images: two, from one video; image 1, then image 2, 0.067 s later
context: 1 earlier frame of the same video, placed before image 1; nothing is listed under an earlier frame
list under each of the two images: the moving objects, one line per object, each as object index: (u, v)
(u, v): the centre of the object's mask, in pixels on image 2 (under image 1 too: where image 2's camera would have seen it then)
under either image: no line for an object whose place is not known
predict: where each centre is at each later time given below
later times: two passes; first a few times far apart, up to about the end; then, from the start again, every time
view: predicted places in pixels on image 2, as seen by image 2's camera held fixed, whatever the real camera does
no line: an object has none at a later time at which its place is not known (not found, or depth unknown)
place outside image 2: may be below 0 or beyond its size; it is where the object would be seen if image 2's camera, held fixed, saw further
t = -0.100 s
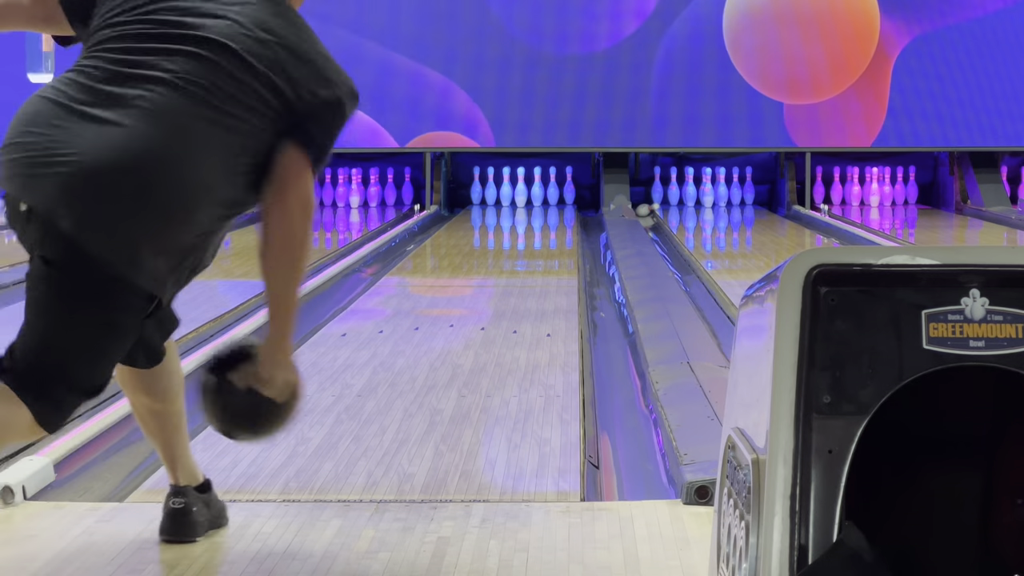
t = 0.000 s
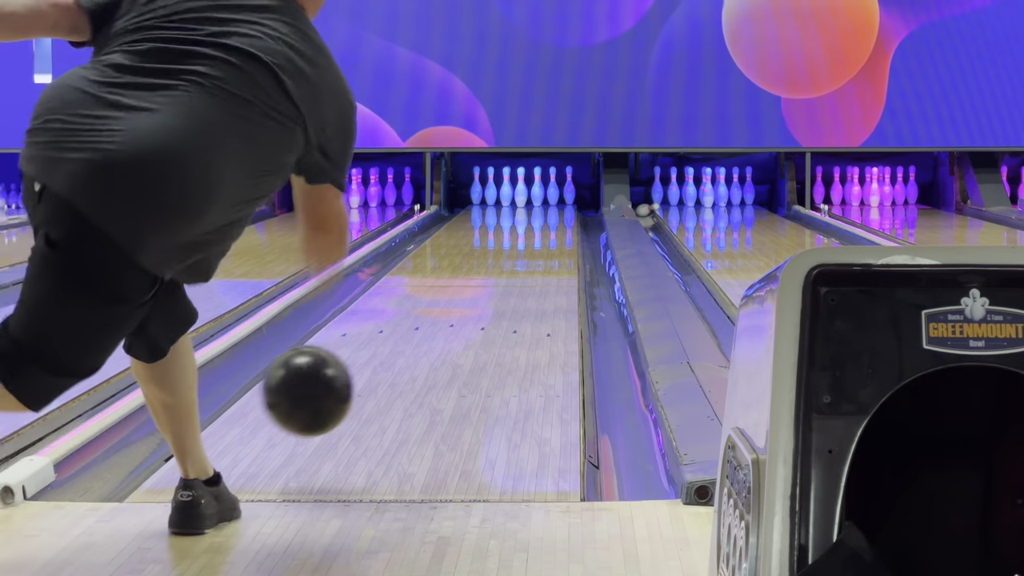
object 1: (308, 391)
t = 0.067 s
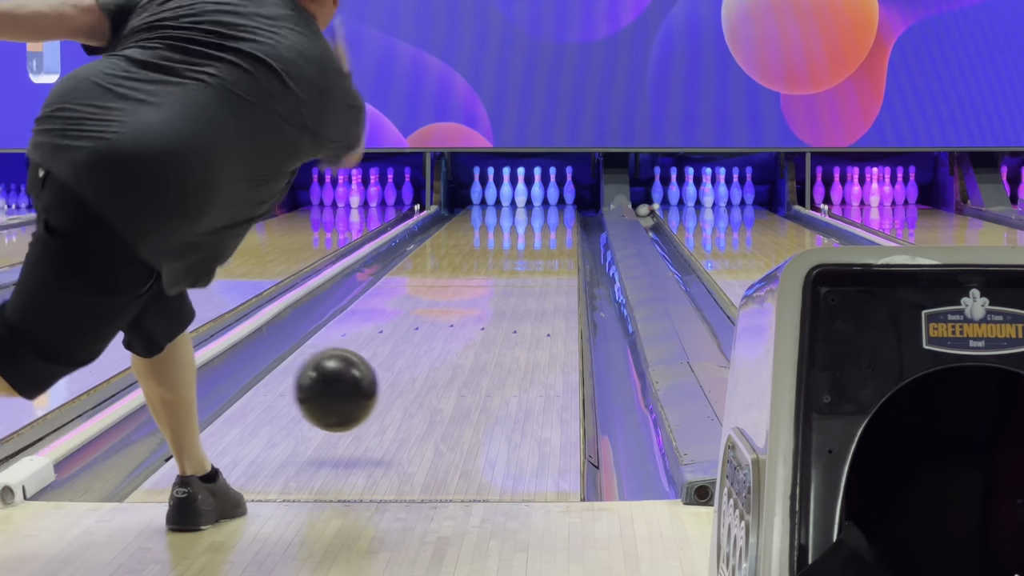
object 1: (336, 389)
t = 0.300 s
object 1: (408, 355)
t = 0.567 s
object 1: (457, 307)
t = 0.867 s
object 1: (493, 273)
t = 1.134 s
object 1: (515, 251)
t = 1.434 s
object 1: (532, 233)
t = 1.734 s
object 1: (543, 220)
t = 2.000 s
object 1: (545, 211)
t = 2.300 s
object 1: (538, 203)
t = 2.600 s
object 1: (526, 196)
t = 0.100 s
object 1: (349, 395)
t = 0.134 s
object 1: (361, 398)
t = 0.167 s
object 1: (370, 384)
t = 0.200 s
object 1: (382, 377)
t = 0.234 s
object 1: (391, 370)
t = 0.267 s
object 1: (399, 363)
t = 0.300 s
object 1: (408, 355)
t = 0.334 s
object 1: (415, 347)
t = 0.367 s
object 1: (422, 340)
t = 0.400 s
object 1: (429, 334)
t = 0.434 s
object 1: (435, 328)
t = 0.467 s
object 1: (441, 322)
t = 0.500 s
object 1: (447, 317)
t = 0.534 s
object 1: (452, 312)
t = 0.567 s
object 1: (457, 307)
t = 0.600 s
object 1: (462, 302)
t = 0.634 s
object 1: (467, 298)
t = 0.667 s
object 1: (471, 294)
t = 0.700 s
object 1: (475, 291)
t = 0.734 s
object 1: (479, 287)
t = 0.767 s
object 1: (483, 284)
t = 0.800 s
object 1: (486, 280)
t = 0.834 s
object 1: (490, 276)
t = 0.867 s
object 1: (493, 273)
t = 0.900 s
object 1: (496, 270)
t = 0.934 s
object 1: (499, 267)
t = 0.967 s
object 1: (502, 264)
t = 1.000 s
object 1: (505, 262)
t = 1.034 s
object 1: (508, 259)
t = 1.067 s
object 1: (510, 256)
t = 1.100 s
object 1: (512, 254)
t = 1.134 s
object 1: (515, 251)
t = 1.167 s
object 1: (516, 249)
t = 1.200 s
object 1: (519, 247)
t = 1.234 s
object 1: (521, 245)
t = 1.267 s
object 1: (523, 242)
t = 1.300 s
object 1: (525, 240)
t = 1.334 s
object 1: (526, 238)
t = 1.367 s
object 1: (528, 237)
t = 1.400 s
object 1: (530, 235)
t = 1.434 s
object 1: (532, 233)
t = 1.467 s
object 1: (533, 232)
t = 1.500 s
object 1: (534, 230)
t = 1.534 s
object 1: (535, 229)
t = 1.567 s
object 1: (537, 227)
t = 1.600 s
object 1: (538, 226)
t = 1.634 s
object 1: (540, 225)
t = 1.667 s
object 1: (541, 223)
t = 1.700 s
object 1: (542, 221)
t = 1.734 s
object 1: (543, 220)
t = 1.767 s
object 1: (544, 219)
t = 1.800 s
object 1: (544, 218)
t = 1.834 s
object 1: (544, 216)
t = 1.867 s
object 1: (545, 215)
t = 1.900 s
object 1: (545, 214)
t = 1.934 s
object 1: (545, 213)
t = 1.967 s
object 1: (545, 212)
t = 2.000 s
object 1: (545, 211)
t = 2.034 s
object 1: (545, 210)
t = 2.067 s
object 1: (544, 209)
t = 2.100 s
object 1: (544, 208)
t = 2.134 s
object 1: (543, 207)
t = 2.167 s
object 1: (542, 205)
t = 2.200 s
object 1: (541, 204)
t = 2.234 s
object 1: (540, 204)
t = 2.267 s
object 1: (539, 203)
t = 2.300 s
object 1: (538, 203)
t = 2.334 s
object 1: (537, 202)
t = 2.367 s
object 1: (535, 201)
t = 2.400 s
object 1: (533, 200)
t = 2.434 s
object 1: (531, 199)
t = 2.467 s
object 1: (529, 198)
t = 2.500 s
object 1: (527, 197)
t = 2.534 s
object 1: (526, 197)
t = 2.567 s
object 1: (526, 196)
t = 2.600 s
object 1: (526, 196)
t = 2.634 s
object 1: (524, 196)
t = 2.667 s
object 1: (521, 196)
